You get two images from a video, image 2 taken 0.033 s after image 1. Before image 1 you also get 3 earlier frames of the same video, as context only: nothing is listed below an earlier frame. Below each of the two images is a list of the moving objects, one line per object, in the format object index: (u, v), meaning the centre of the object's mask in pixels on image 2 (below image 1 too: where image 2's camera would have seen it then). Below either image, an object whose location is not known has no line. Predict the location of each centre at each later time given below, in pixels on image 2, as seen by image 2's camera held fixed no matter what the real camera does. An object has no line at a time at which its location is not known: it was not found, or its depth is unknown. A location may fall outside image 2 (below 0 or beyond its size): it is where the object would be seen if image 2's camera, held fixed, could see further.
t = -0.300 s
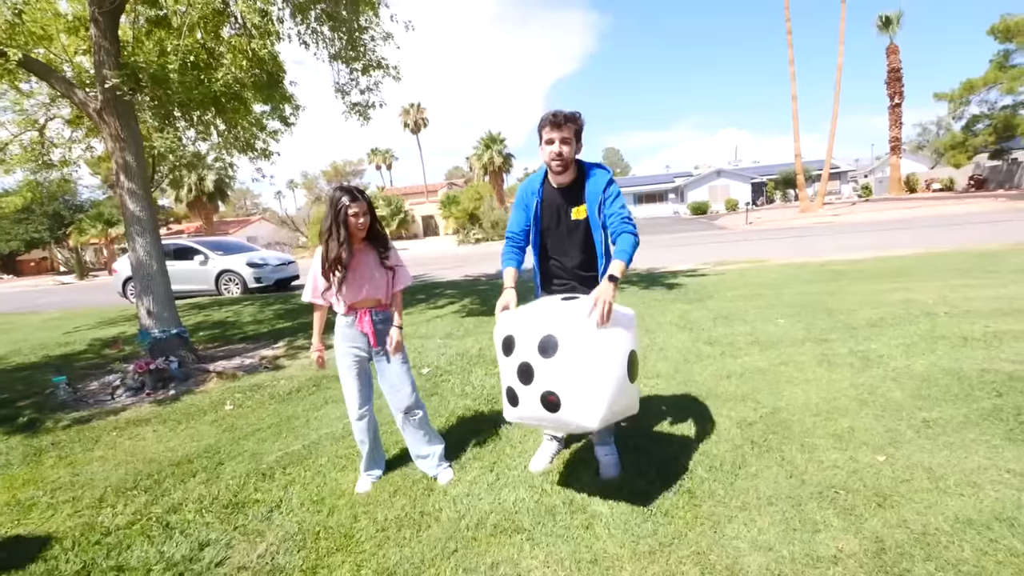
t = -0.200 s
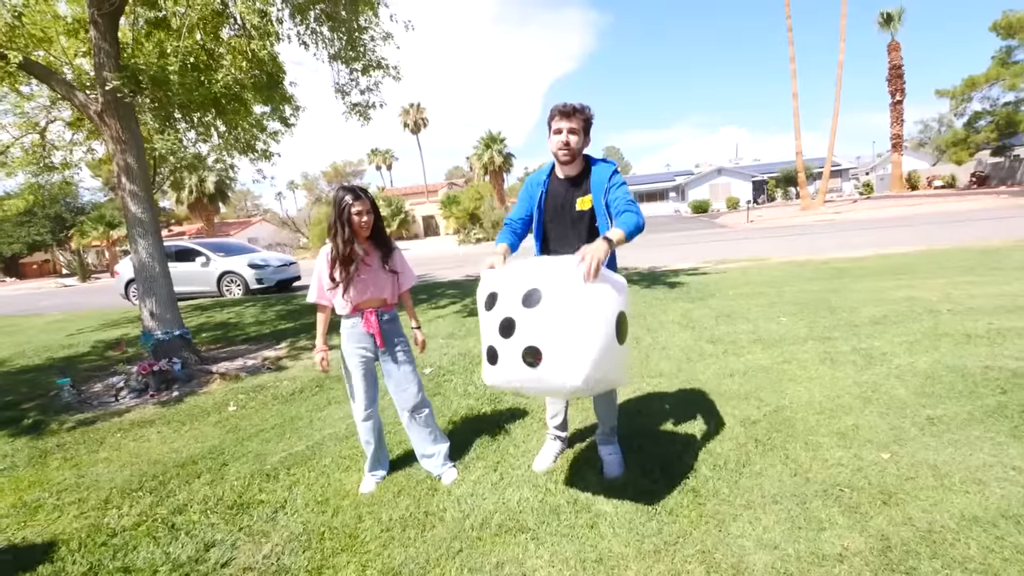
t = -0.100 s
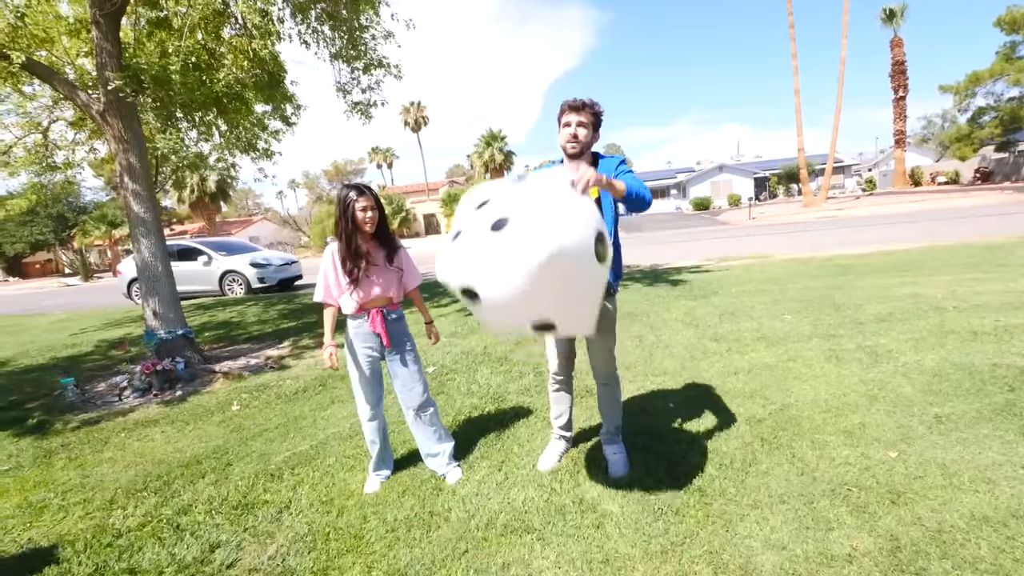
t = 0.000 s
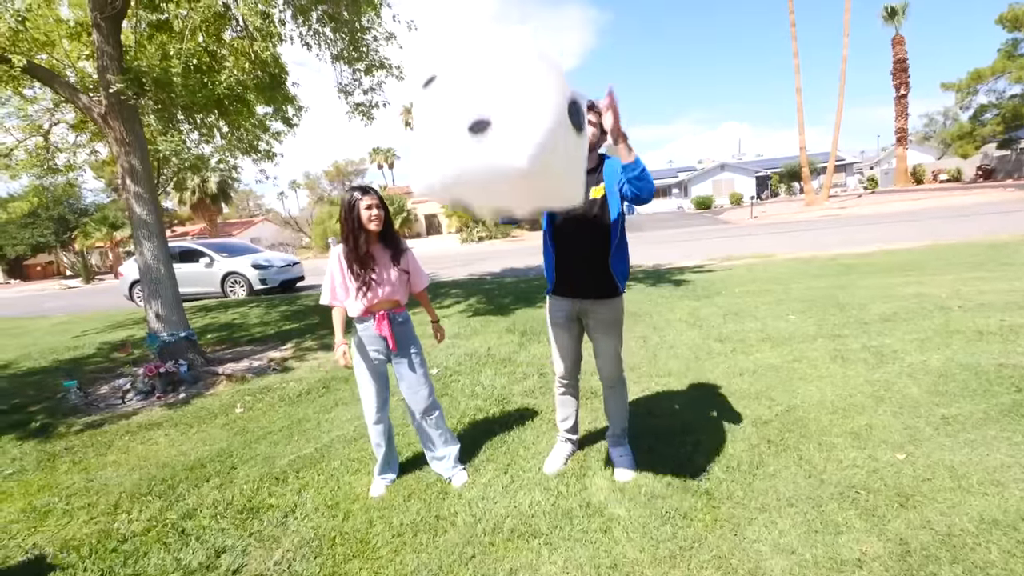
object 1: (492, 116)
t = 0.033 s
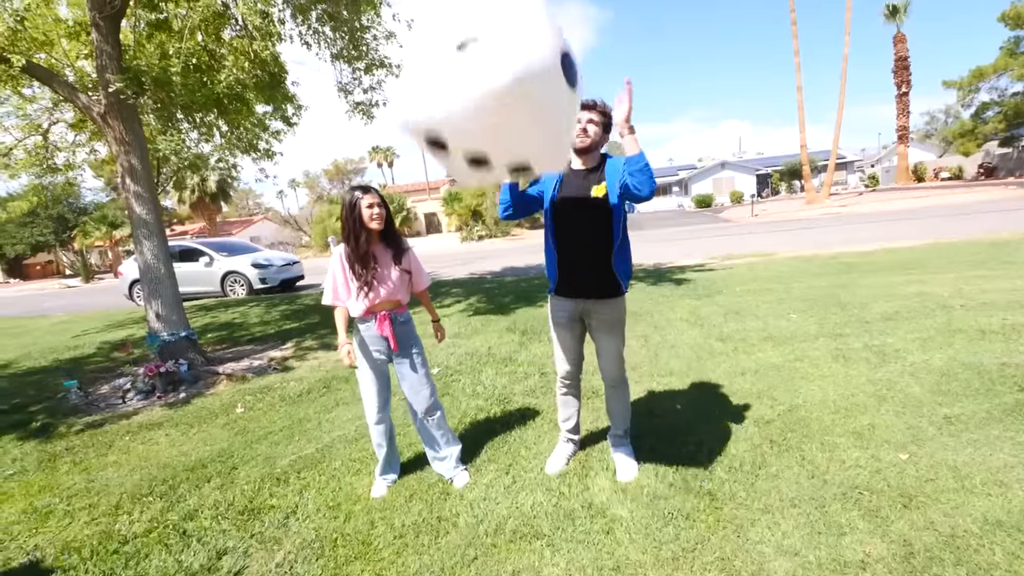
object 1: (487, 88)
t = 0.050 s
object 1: (482, 76)
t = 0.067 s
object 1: (477, 65)
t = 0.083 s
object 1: (473, 54)
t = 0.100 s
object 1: (472, 44)
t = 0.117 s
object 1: (471, 34)
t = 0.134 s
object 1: (468, 22)
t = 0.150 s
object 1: (464, 9)
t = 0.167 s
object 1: (460, -3)
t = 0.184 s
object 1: (455, -16)
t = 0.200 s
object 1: (449, -25)
